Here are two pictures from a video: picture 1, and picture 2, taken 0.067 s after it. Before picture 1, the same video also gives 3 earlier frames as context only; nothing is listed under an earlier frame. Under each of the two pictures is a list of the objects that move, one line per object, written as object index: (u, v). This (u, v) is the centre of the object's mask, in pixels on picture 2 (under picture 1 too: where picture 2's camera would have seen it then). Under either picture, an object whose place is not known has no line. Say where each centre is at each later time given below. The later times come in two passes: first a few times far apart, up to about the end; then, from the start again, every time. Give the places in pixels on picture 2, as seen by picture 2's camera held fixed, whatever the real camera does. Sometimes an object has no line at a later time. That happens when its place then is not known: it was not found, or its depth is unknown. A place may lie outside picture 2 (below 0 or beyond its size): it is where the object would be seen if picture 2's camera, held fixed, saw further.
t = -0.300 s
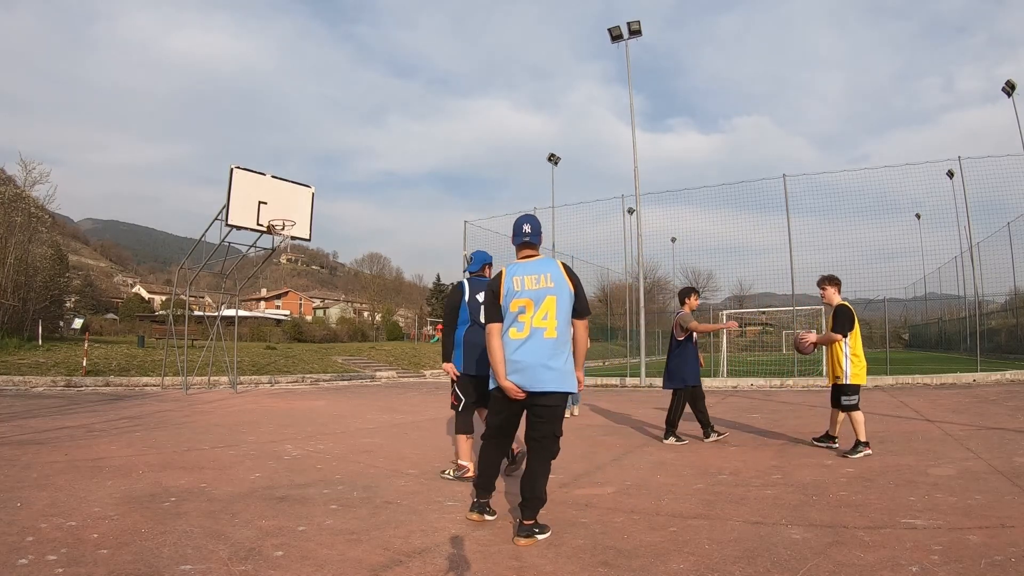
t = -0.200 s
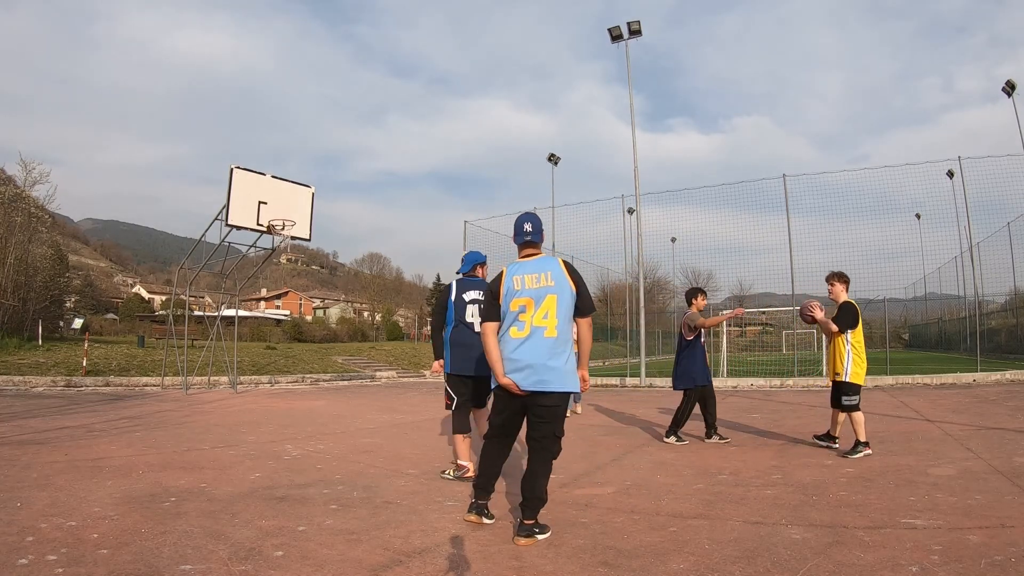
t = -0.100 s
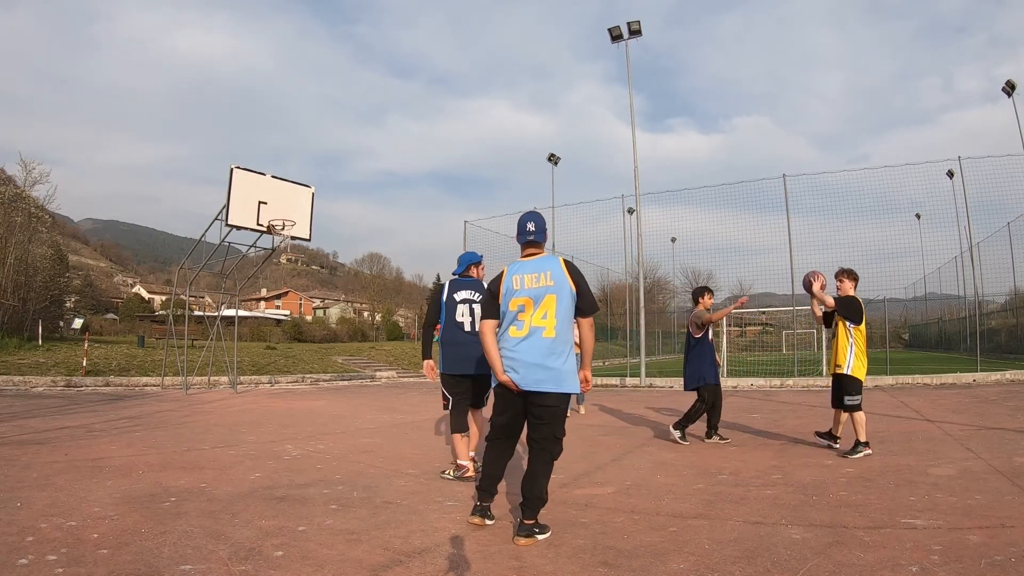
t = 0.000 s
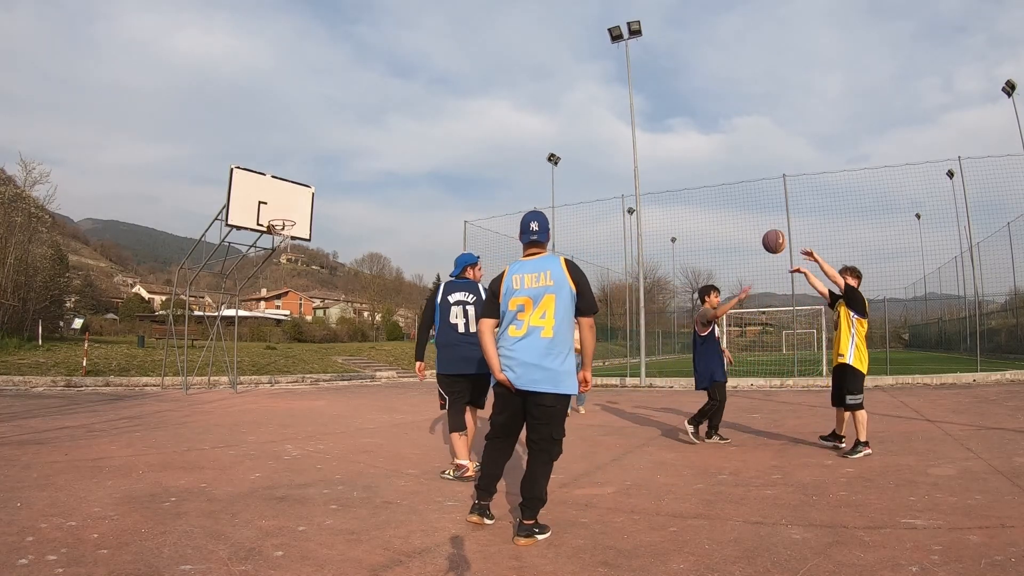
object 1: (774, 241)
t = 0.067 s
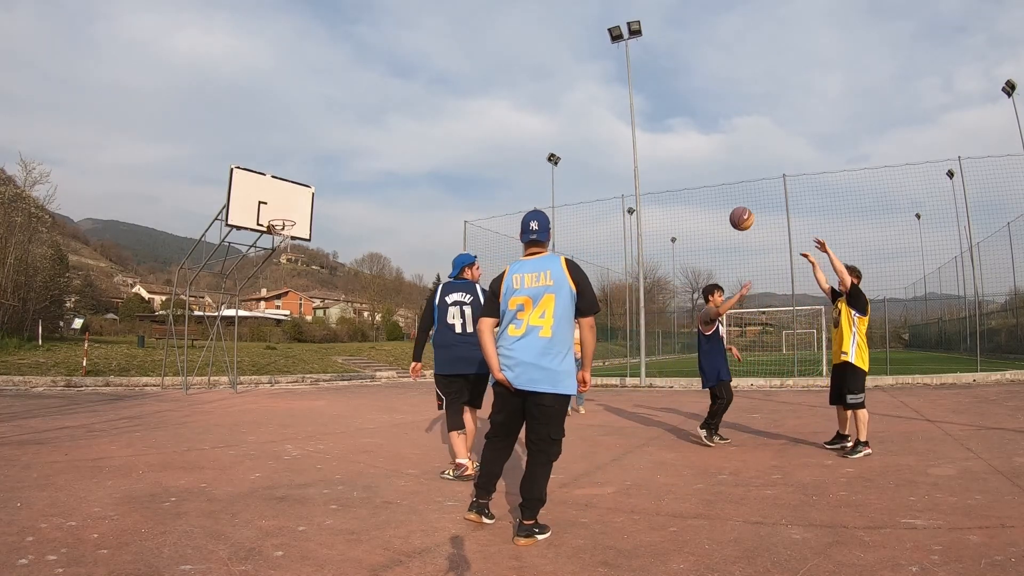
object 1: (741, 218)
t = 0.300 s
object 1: (630, 176)
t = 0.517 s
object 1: (532, 185)
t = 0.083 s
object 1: (733, 214)
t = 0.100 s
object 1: (725, 209)
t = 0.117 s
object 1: (717, 205)
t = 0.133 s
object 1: (709, 200)
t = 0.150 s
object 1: (701, 197)
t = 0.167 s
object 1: (693, 193)
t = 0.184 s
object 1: (685, 190)
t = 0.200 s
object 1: (677, 187)
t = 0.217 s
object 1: (669, 185)
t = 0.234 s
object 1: (661, 182)
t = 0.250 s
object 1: (653, 181)
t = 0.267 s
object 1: (645, 179)
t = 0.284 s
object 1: (637, 177)
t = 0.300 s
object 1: (630, 176)
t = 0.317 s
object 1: (622, 175)
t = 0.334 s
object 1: (614, 174)
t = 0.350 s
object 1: (607, 174)
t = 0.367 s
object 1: (599, 174)
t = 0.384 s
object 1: (591, 174)
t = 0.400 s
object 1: (584, 175)
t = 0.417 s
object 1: (576, 175)
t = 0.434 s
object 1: (569, 176)
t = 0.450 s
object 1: (561, 178)
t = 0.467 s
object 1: (554, 179)
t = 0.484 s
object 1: (547, 181)
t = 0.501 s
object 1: (539, 183)
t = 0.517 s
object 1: (532, 185)
